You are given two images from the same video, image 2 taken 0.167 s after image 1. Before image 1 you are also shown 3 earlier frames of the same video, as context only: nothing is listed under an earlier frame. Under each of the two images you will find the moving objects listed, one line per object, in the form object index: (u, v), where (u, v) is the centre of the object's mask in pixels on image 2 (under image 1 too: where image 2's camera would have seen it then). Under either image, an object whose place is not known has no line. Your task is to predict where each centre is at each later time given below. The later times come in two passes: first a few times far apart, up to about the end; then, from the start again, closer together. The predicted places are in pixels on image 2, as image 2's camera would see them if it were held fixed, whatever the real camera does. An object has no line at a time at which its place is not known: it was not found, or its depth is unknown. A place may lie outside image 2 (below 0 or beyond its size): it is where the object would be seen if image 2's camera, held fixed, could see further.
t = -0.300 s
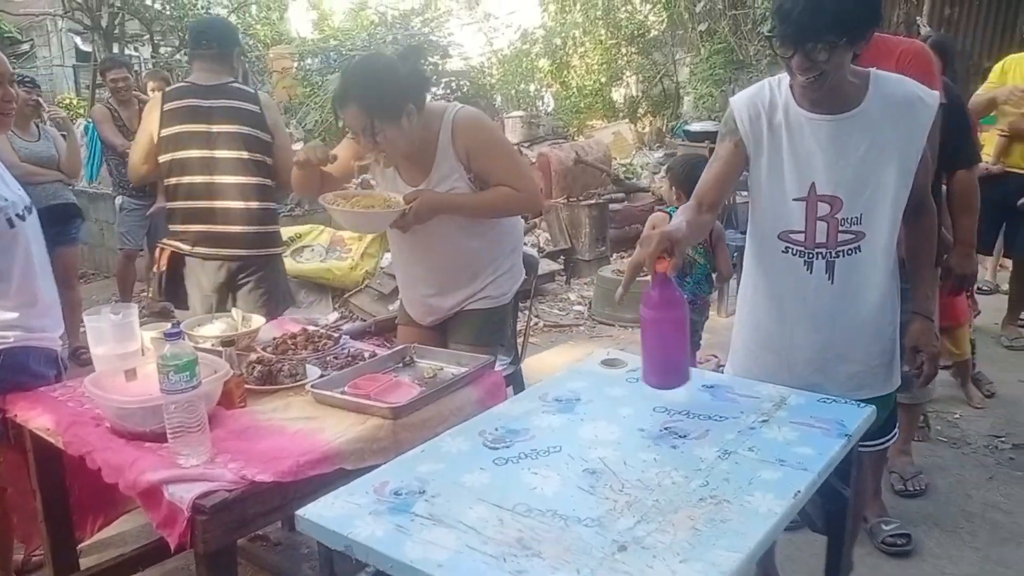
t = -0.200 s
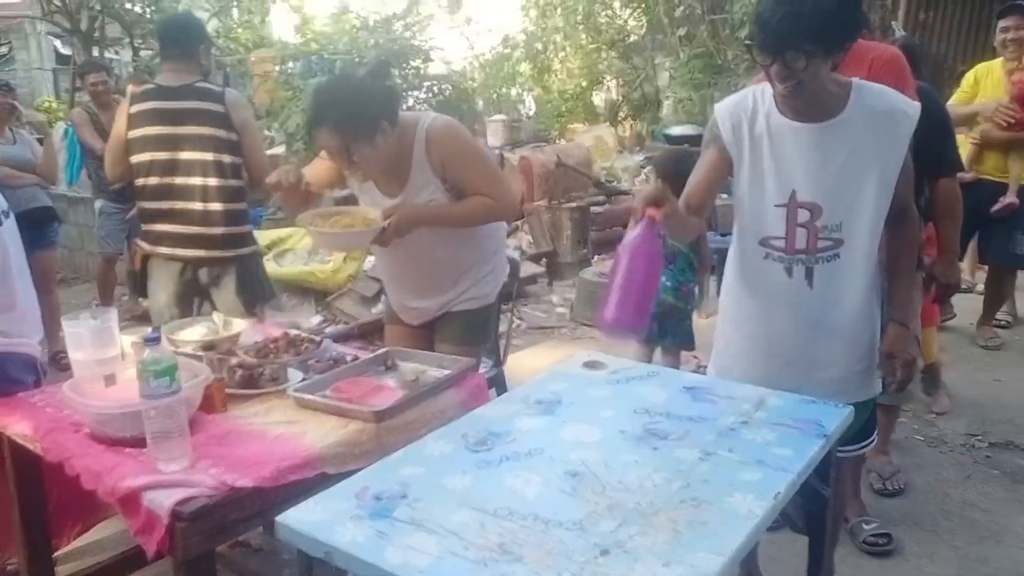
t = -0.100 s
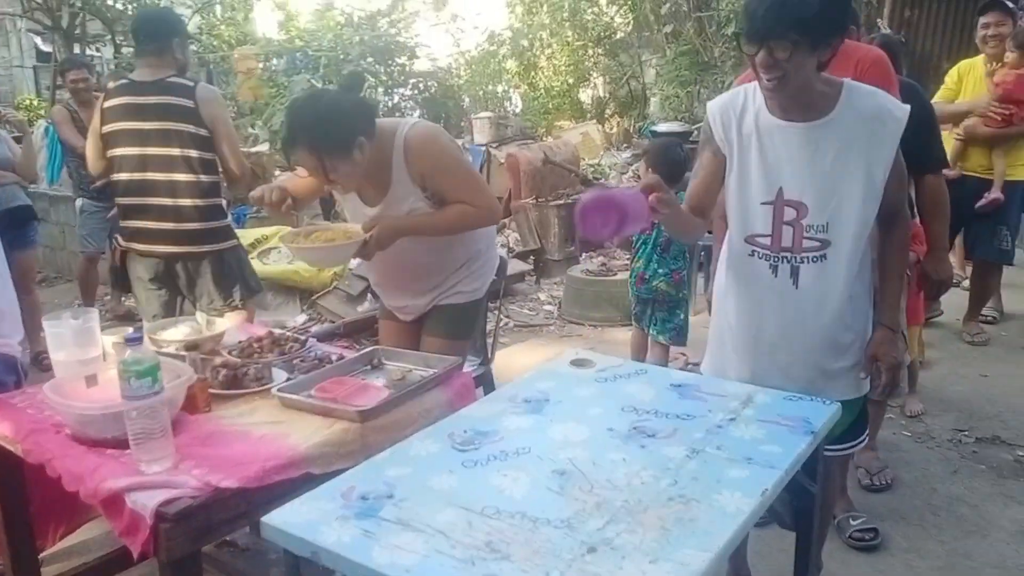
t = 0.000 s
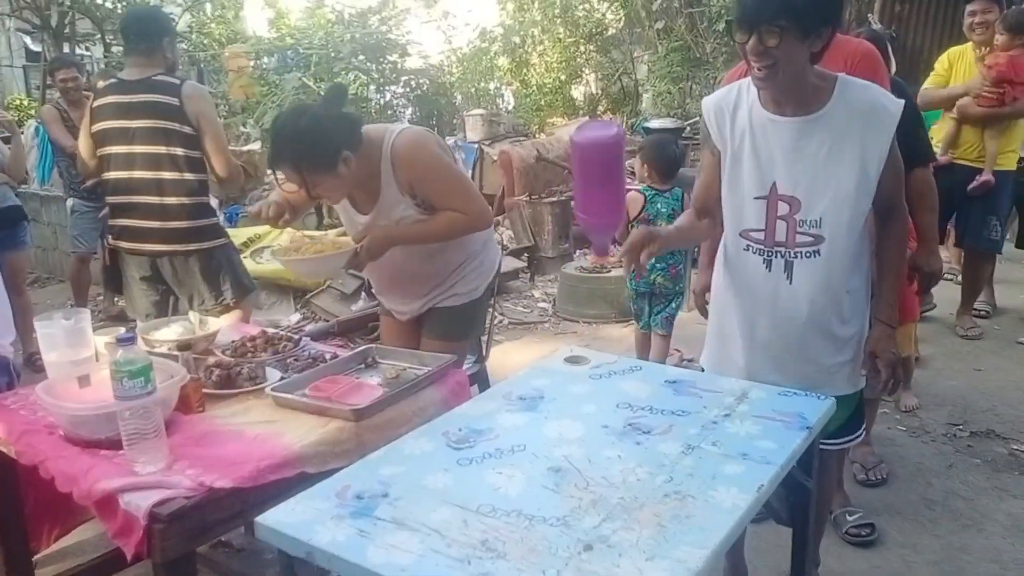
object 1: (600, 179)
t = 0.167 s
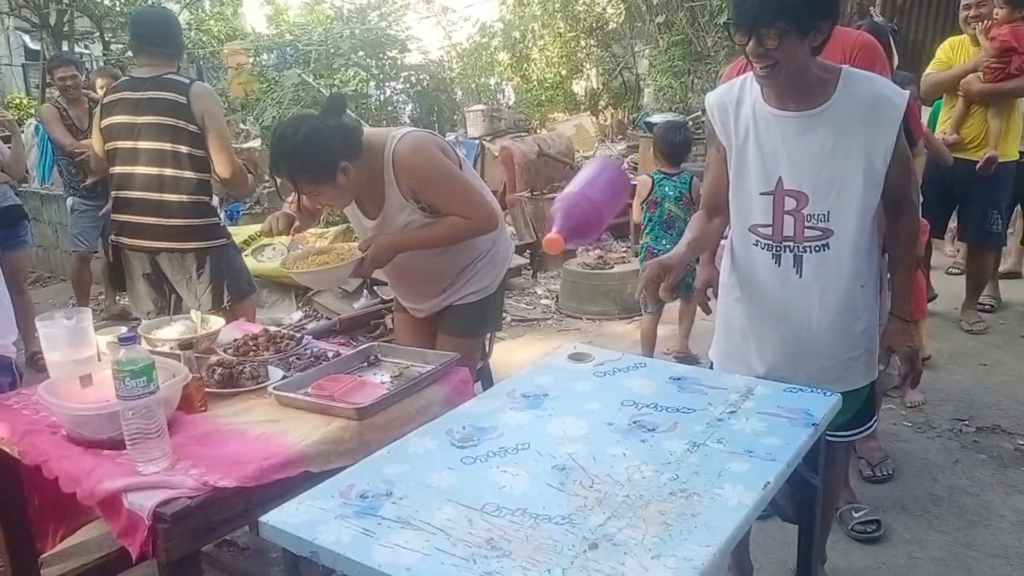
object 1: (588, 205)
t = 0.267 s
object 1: (586, 299)
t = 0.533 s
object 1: (589, 390)
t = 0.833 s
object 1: (591, 412)
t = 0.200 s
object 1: (588, 228)
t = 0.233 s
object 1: (588, 261)
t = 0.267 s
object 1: (586, 299)
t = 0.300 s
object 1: (586, 343)
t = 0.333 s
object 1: (588, 387)
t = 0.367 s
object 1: (590, 385)
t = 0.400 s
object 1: (588, 382)
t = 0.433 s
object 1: (588, 381)
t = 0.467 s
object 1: (588, 383)
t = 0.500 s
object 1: (589, 386)
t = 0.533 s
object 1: (589, 390)
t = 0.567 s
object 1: (590, 395)
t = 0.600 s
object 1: (592, 404)
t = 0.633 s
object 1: (593, 411)
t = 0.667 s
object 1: (593, 407)
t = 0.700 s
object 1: (592, 409)
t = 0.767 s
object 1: (591, 411)
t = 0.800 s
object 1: (591, 412)
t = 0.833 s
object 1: (591, 412)
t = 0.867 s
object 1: (592, 412)
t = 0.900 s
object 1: (593, 412)
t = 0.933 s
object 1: (593, 412)
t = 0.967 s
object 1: (592, 412)
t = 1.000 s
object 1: (590, 412)
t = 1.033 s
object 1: (588, 412)
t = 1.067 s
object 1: (588, 412)
